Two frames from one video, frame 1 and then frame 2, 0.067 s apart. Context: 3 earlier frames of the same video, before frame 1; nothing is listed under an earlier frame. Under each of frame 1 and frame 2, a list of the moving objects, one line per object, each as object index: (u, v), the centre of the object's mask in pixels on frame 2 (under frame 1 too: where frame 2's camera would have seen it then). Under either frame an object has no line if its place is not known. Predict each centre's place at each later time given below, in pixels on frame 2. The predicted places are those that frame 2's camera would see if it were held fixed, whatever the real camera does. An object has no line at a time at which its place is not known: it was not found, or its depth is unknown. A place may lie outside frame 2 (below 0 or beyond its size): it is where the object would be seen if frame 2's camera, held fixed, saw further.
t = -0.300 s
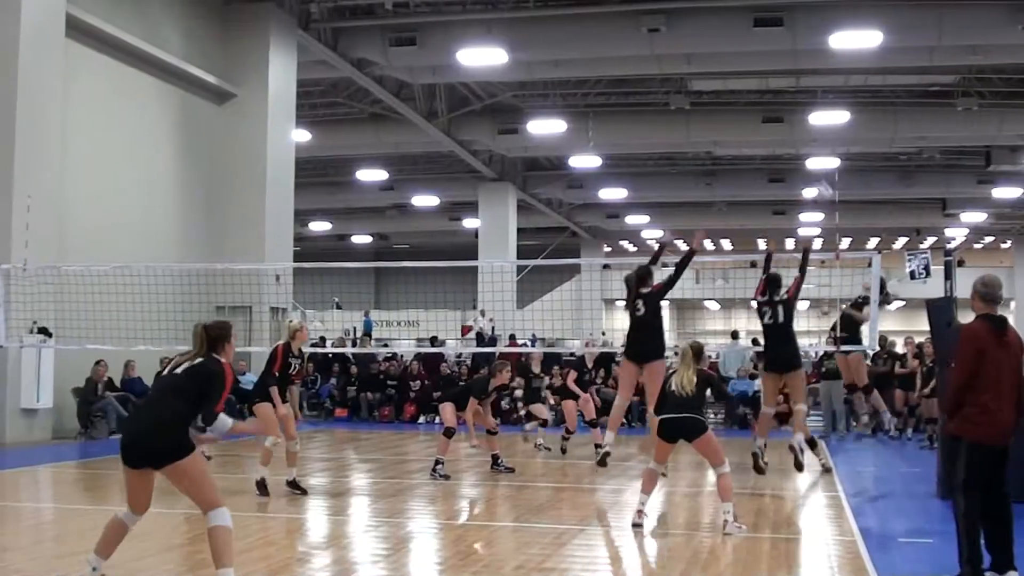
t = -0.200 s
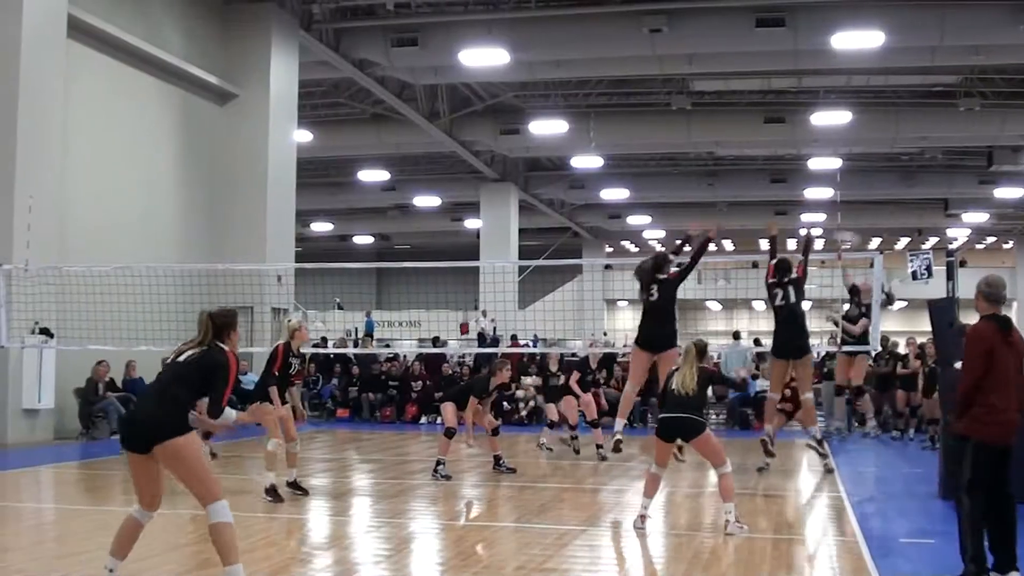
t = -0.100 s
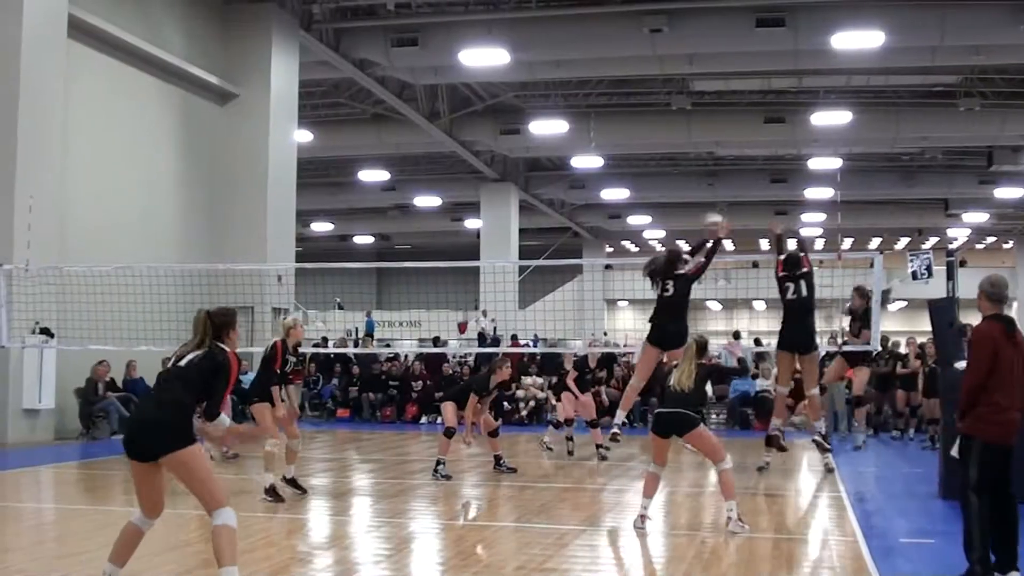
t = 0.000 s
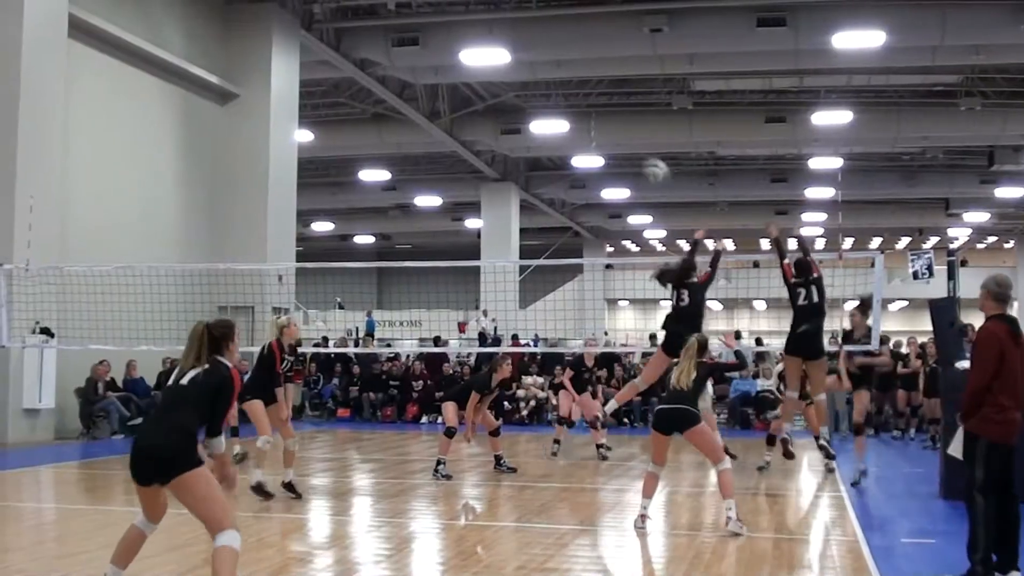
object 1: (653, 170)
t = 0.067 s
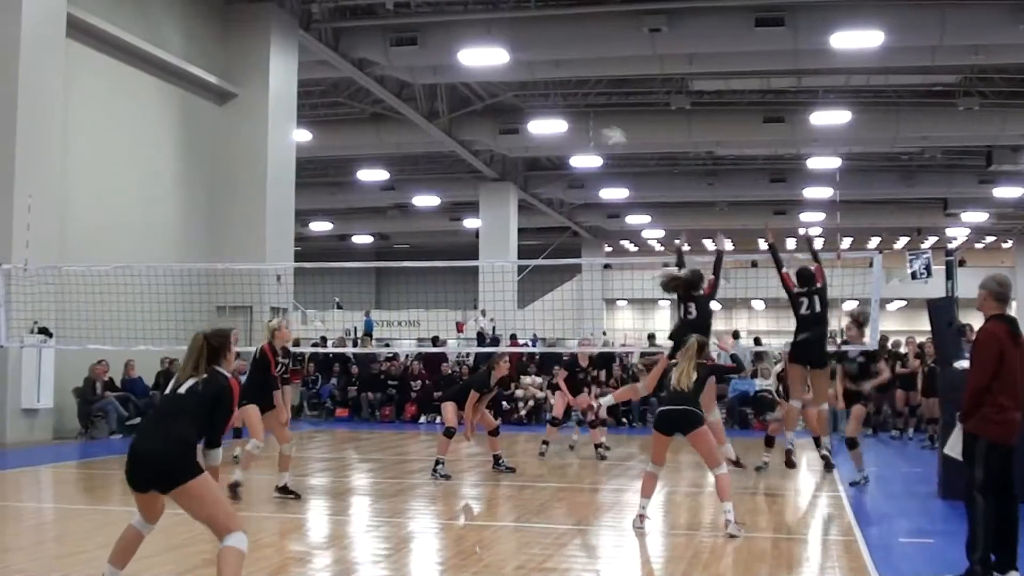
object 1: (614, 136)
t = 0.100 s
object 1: (592, 124)
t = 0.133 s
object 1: (572, 111)
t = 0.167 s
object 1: (550, 101)
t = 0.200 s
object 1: (526, 89)
